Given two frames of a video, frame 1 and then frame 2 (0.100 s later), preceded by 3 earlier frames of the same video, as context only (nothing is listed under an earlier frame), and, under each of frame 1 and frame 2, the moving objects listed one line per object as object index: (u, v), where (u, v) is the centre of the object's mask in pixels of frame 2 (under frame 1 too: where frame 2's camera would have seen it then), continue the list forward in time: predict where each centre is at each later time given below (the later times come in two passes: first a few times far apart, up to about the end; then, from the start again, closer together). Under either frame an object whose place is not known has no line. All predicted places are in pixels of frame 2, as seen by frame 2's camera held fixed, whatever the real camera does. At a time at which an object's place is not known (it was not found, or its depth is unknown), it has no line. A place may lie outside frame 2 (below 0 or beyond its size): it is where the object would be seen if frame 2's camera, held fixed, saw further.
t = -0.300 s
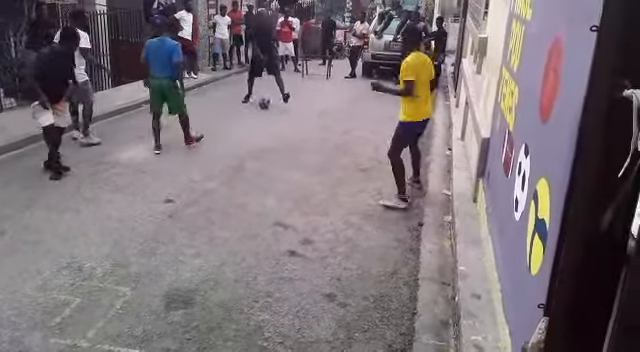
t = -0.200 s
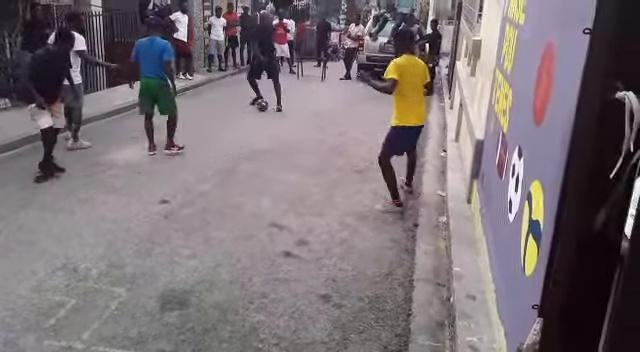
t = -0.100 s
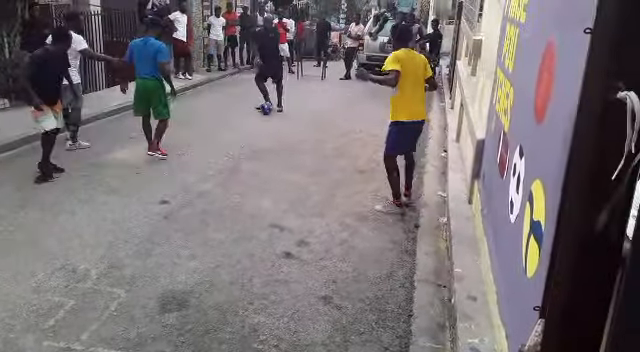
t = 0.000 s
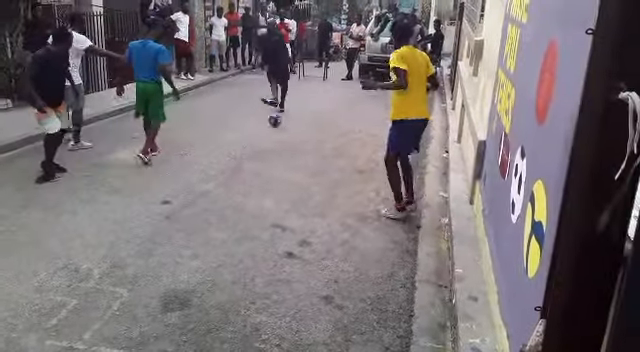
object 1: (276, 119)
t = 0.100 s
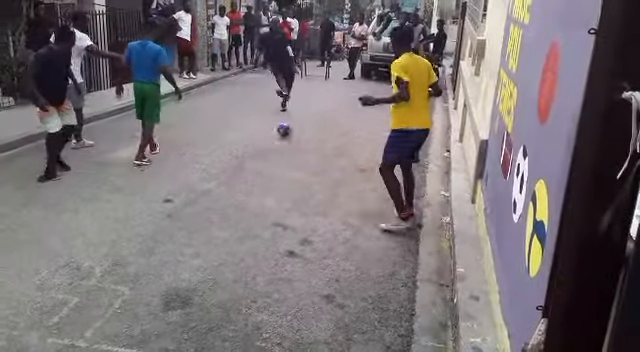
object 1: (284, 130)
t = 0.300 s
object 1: (300, 153)
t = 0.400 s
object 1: (311, 168)
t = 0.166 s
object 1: (287, 135)
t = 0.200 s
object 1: (291, 140)
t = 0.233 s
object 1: (294, 144)
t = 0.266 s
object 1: (296, 148)
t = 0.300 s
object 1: (300, 153)
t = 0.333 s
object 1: (304, 158)
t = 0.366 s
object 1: (307, 165)
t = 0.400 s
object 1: (311, 168)
